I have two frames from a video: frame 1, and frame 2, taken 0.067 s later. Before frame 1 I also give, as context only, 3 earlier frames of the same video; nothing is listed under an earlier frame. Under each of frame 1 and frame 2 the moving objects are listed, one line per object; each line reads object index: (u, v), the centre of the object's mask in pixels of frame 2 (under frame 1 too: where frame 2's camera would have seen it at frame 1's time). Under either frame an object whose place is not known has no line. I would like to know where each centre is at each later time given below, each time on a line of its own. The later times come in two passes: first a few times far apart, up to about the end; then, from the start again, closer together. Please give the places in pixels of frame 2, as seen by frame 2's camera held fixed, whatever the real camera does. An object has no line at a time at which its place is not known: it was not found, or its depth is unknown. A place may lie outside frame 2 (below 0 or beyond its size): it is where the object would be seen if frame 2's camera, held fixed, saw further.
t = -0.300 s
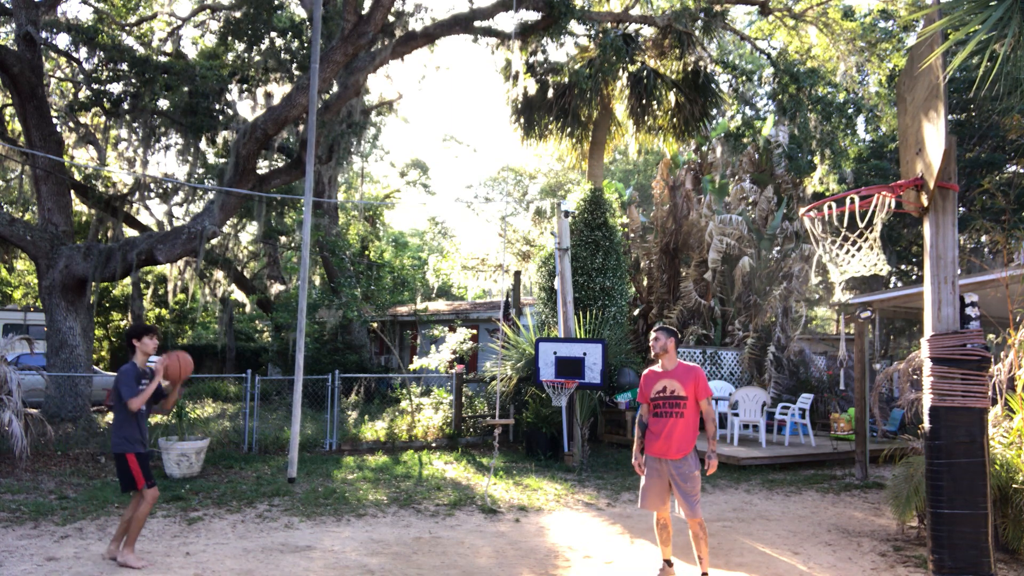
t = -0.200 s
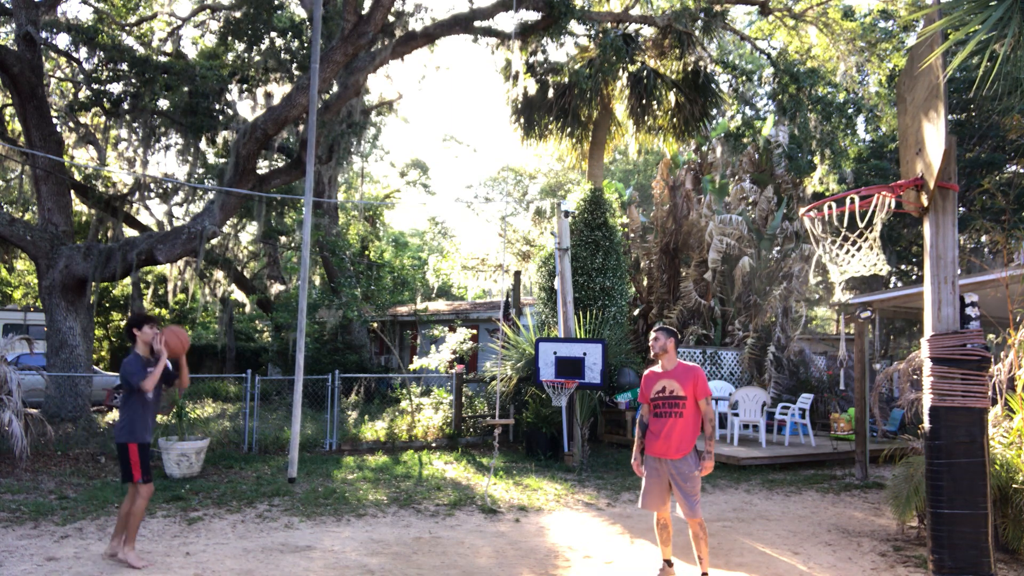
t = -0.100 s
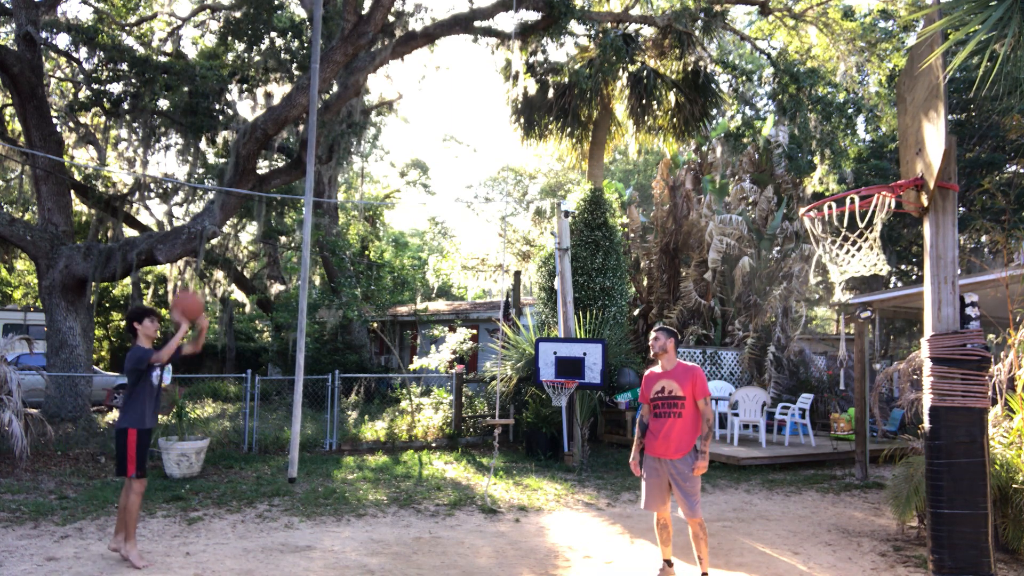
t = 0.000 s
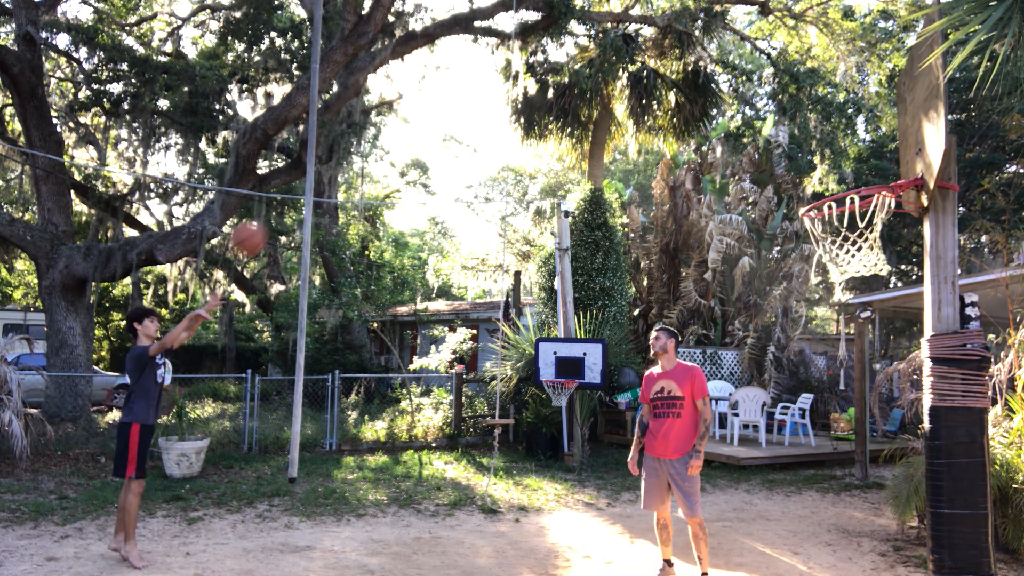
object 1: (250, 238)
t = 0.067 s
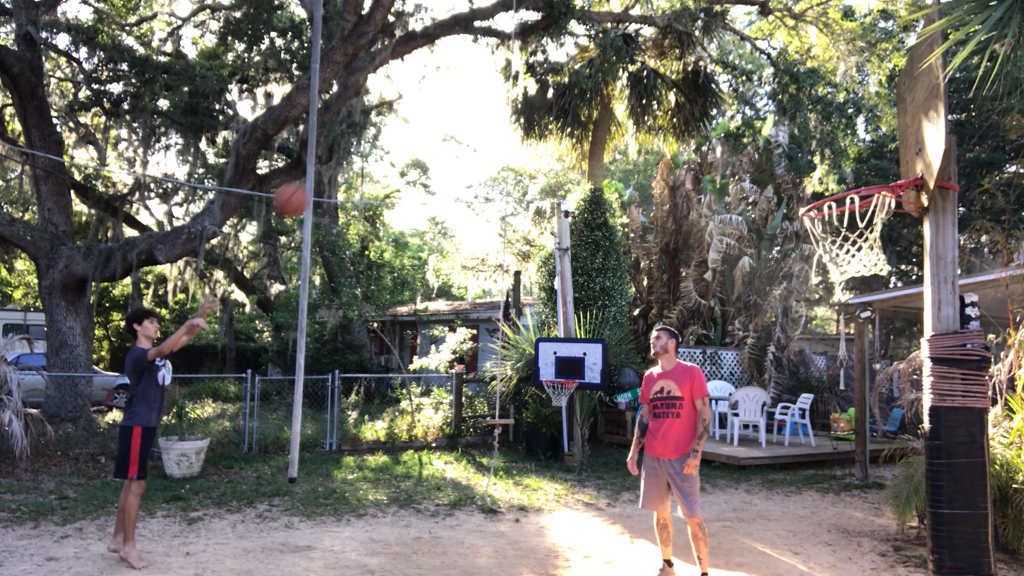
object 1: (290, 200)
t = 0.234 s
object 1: (398, 129)
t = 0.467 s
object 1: (557, 95)
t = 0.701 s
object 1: (731, 140)
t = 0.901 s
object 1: (886, 218)
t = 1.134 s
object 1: (884, 249)
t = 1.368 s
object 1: (838, 285)
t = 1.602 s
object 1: (813, 393)
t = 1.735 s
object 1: (800, 495)
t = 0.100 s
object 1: (312, 183)
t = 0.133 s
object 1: (333, 168)
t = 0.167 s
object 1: (353, 154)
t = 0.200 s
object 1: (374, 142)
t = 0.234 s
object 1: (398, 129)
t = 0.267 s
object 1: (419, 123)
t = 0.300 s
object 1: (443, 114)
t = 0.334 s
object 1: (466, 107)
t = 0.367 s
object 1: (488, 101)
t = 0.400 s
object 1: (513, 97)
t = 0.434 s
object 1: (535, 95)
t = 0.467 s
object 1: (557, 95)
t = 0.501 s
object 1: (580, 95)
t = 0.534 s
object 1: (601, 98)
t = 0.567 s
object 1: (632, 102)
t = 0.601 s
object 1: (654, 109)
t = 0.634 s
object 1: (682, 118)
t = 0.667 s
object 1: (699, 126)
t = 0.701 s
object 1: (731, 140)
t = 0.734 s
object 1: (758, 156)
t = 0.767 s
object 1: (786, 171)
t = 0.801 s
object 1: (812, 188)
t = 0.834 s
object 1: (835, 202)
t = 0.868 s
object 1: (865, 209)
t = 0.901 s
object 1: (886, 218)
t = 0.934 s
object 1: (892, 221)
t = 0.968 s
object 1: (901, 218)
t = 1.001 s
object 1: (897, 225)
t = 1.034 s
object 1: (894, 241)
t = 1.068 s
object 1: (893, 242)
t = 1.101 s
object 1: (890, 245)
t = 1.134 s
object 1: (884, 249)
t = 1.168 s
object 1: (878, 255)
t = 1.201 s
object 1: (872, 258)
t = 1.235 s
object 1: (865, 262)
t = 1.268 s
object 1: (855, 267)
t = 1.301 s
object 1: (847, 274)
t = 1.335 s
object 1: (844, 278)
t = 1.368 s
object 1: (838, 285)
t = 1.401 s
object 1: (834, 294)
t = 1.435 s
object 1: (830, 306)
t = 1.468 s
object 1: (826, 321)
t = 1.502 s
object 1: (823, 336)
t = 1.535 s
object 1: (819, 354)
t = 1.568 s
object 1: (816, 373)
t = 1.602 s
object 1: (813, 393)
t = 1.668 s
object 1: (806, 442)
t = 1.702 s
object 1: (803, 467)
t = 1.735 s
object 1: (800, 495)
